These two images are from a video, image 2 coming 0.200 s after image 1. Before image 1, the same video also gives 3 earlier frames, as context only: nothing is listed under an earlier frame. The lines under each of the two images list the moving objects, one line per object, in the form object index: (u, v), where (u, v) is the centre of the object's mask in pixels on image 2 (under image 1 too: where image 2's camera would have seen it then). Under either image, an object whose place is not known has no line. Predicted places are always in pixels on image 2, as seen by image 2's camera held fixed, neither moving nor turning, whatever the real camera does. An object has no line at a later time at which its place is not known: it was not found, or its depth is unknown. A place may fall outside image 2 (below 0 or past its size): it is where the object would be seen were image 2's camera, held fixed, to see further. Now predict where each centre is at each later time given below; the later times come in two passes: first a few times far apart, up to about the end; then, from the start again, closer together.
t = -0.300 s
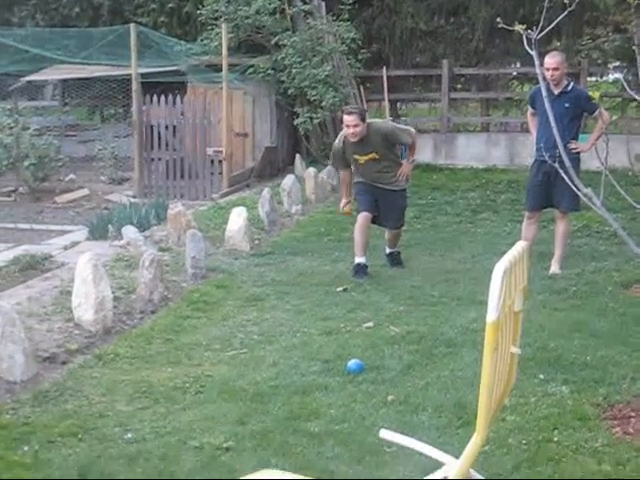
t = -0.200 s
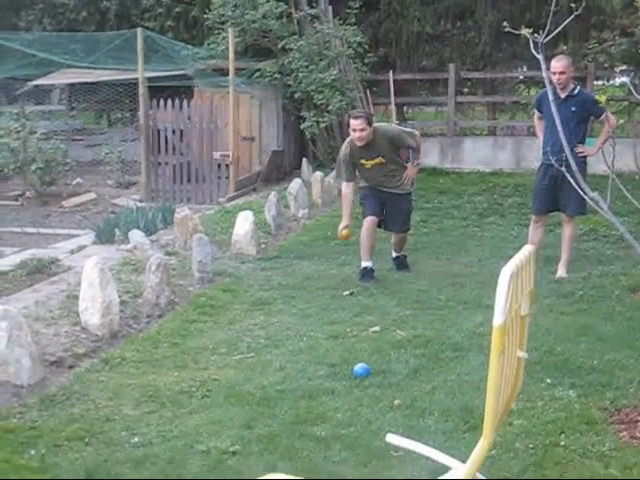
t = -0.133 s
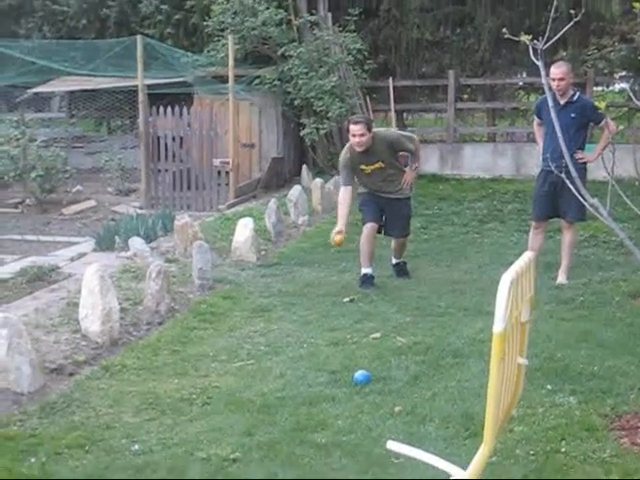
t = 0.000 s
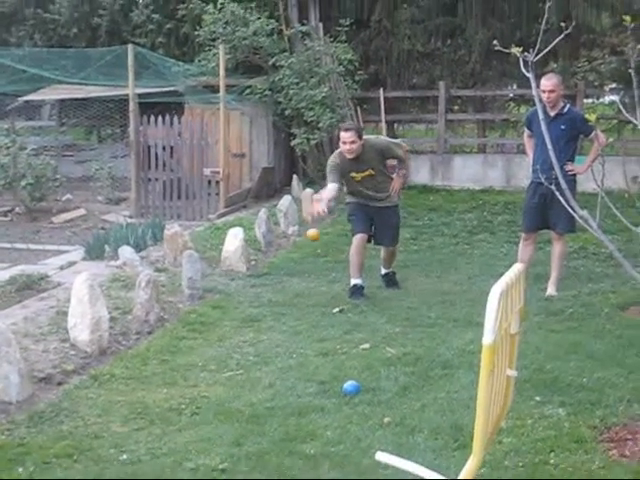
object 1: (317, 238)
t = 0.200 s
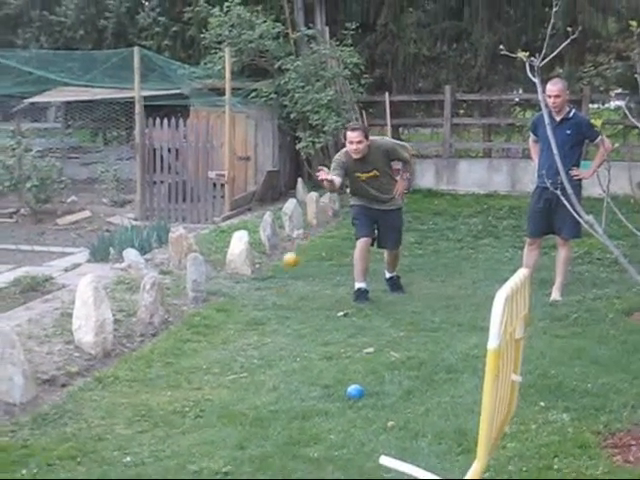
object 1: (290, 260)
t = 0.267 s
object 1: (279, 283)
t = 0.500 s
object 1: (234, 400)
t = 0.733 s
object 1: (193, 432)
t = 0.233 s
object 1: (285, 271)
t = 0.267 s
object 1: (279, 283)
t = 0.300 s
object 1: (273, 298)
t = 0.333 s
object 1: (267, 316)
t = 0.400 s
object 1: (254, 360)
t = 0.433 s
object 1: (247, 387)
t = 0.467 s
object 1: (240, 404)
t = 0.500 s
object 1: (234, 400)
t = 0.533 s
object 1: (229, 398)
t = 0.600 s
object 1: (218, 399)
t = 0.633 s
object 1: (212, 404)
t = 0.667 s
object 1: (206, 411)
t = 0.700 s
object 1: (200, 420)
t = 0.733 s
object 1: (193, 432)
